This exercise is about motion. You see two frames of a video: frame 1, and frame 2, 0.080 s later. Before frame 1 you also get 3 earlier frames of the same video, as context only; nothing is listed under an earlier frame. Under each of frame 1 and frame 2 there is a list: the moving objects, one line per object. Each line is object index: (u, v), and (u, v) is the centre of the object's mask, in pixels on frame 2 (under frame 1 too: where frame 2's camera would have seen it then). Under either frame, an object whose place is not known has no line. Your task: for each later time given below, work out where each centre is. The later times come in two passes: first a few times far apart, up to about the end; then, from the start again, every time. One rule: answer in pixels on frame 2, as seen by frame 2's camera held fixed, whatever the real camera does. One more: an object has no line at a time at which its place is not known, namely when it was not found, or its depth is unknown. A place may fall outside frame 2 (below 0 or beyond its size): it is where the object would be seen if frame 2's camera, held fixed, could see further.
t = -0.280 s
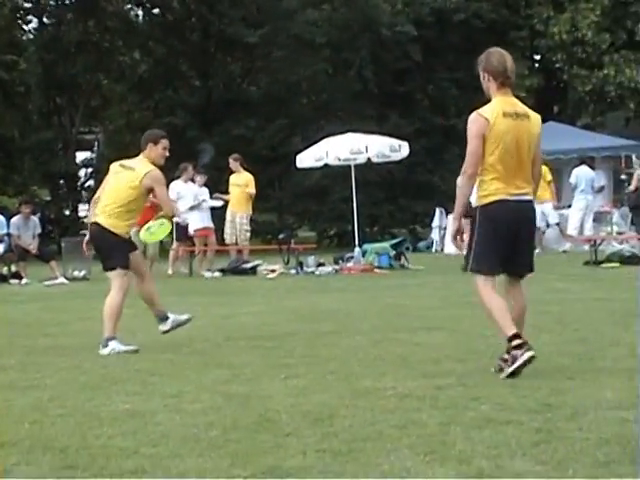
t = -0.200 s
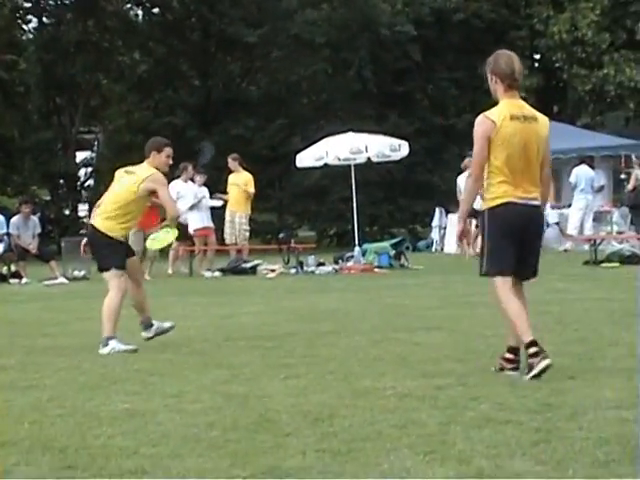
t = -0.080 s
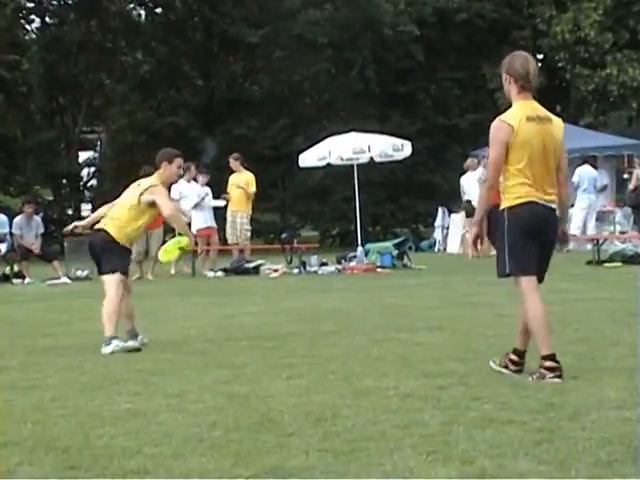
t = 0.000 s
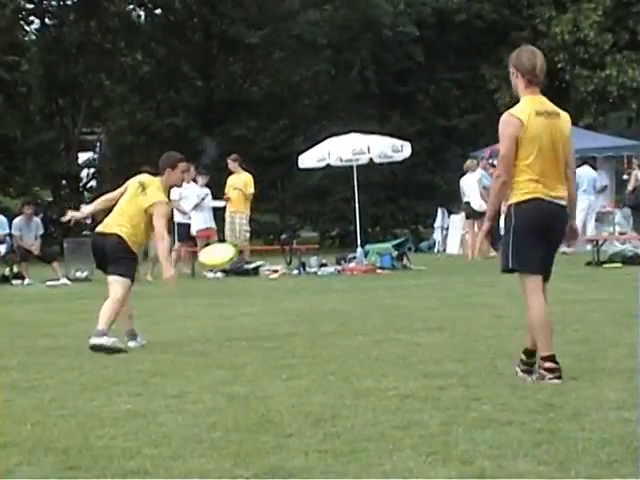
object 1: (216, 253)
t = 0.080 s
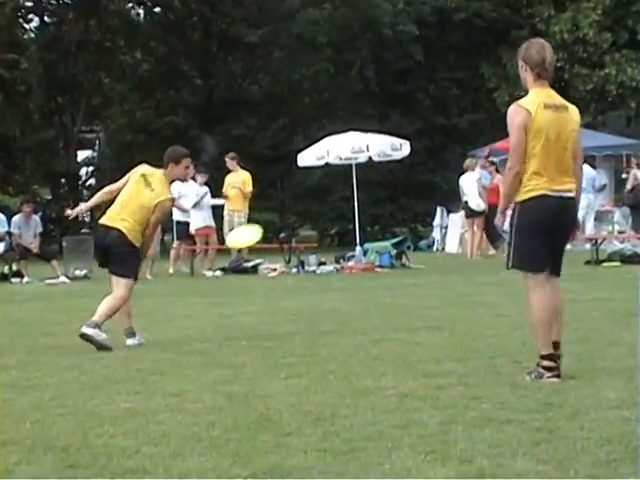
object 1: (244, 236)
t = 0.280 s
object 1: (310, 185)
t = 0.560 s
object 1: (398, 126)
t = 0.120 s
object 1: (258, 227)
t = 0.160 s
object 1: (271, 217)
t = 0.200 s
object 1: (284, 206)
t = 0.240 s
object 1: (297, 195)
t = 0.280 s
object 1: (310, 185)
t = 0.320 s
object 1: (322, 174)
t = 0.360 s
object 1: (334, 165)
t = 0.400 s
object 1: (347, 158)
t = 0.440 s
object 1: (362, 153)
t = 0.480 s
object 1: (376, 138)
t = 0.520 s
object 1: (385, 133)
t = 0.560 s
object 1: (398, 126)
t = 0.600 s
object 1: (409, 123)
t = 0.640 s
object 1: (420, 121)
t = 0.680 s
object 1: (432, 119)
